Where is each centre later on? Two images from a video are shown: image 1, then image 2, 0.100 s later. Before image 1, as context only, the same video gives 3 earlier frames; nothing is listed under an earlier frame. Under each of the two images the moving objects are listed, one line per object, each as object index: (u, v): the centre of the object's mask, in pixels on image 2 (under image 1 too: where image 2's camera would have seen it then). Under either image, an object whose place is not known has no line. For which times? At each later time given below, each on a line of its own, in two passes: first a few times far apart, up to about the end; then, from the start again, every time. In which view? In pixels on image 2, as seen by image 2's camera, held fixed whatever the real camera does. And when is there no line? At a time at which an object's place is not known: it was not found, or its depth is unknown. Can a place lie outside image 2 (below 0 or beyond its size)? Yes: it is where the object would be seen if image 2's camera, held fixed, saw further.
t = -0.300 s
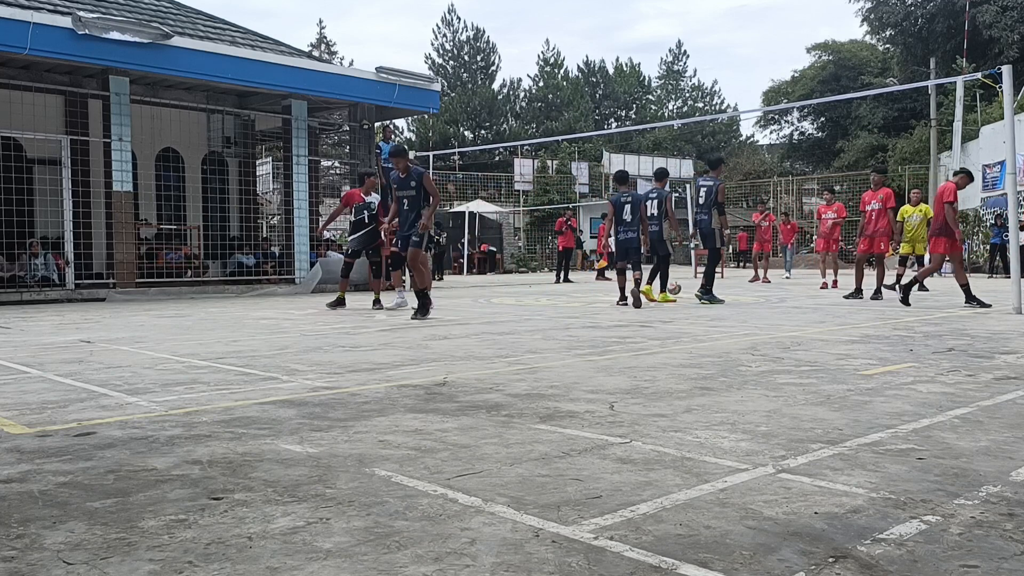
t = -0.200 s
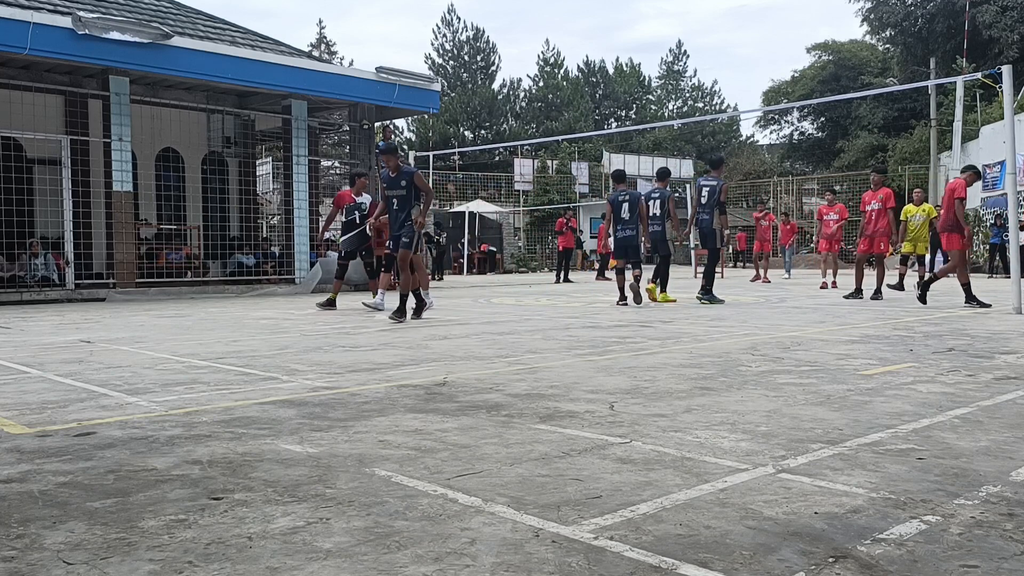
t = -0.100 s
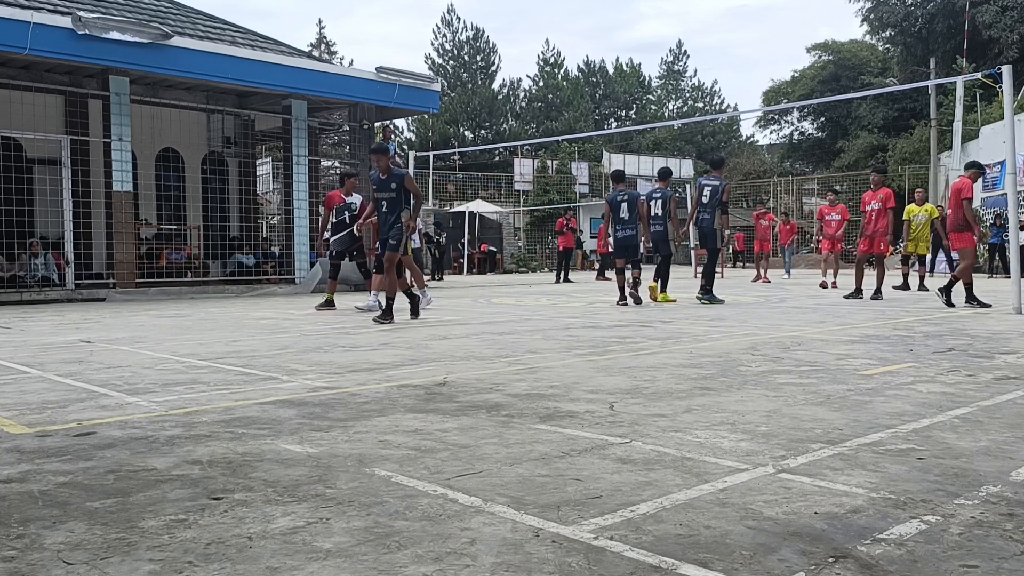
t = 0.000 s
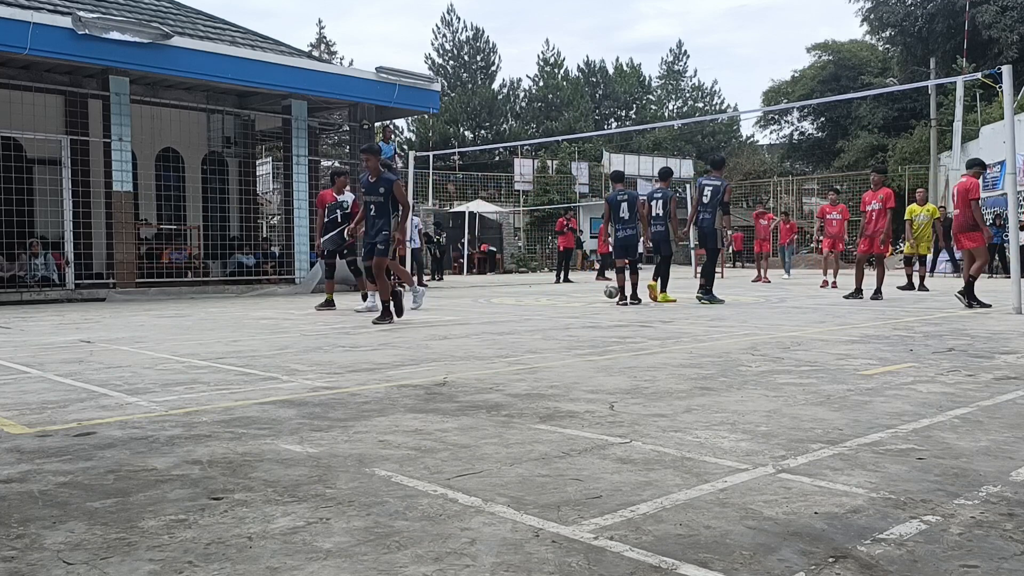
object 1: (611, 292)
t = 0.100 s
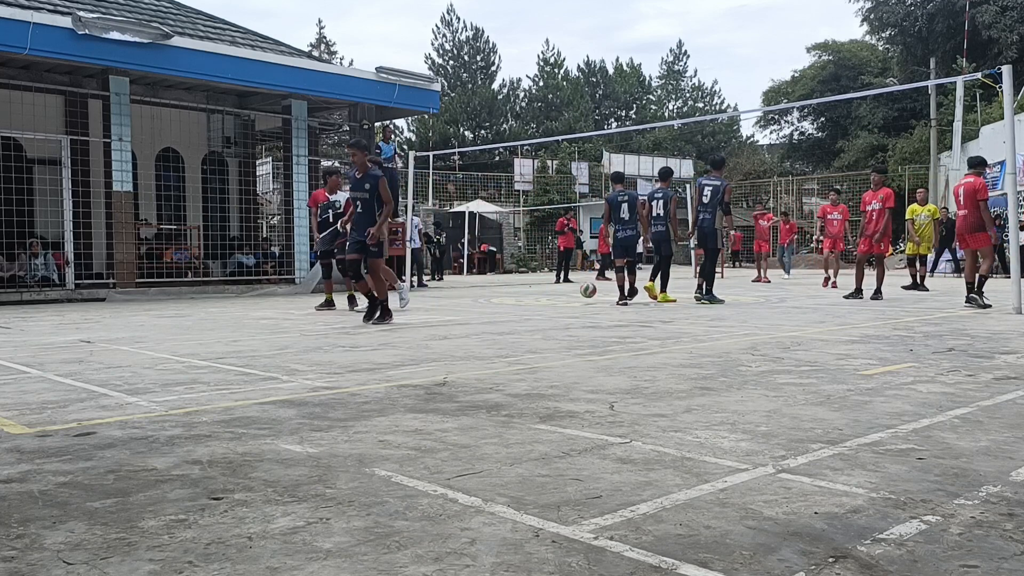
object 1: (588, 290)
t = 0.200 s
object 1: (563, 288)
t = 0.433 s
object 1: (498, 293)
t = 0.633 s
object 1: (434, 306)
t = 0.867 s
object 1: (346, 308)
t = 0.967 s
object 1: (302, 310)
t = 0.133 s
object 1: (580, 289)
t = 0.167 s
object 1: (572, 288)
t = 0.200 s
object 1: (563, 288)
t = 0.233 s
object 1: (554, 290)
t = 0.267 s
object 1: (545, 292)
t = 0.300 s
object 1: (536, 296)
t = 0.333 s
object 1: (527, 301)
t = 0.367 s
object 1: (518, 297)
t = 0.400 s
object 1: (508, 294)
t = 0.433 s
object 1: (498, 293)
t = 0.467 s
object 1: (488, 293)
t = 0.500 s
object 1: (478, 293)
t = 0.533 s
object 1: (467, 294)
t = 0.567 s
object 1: (456, 297)
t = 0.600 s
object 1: (446, 301)
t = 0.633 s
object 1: (434, 306)
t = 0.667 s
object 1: (422, 304)
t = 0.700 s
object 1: (410, 302)
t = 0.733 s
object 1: (399, 301)
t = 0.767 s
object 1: (386, 300)
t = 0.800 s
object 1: (373, 301)
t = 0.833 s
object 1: (359, 305)
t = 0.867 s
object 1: (346, 308)
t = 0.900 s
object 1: (331, 312)
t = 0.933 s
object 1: (317, 312)
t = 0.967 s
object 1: (302, 310)
